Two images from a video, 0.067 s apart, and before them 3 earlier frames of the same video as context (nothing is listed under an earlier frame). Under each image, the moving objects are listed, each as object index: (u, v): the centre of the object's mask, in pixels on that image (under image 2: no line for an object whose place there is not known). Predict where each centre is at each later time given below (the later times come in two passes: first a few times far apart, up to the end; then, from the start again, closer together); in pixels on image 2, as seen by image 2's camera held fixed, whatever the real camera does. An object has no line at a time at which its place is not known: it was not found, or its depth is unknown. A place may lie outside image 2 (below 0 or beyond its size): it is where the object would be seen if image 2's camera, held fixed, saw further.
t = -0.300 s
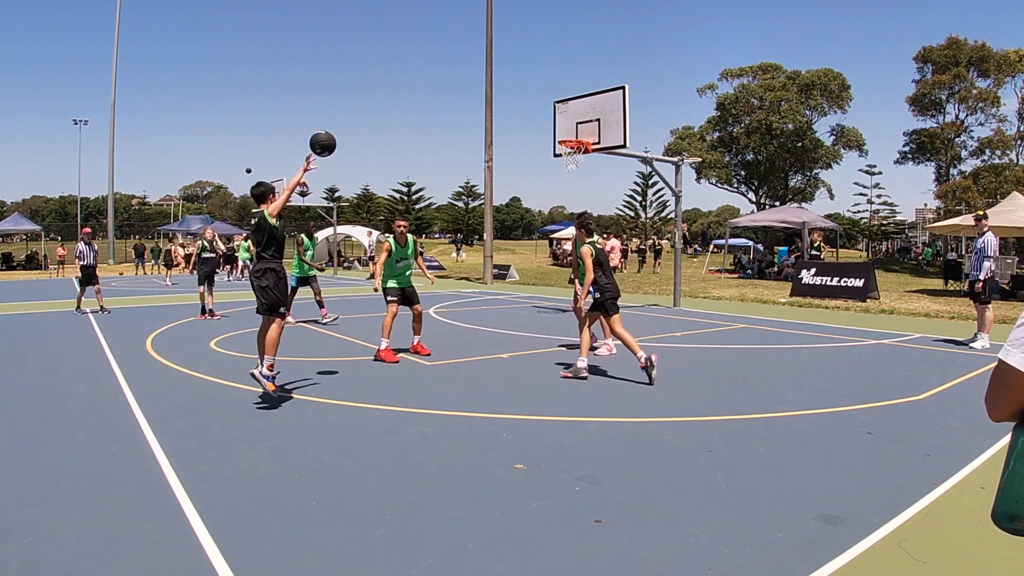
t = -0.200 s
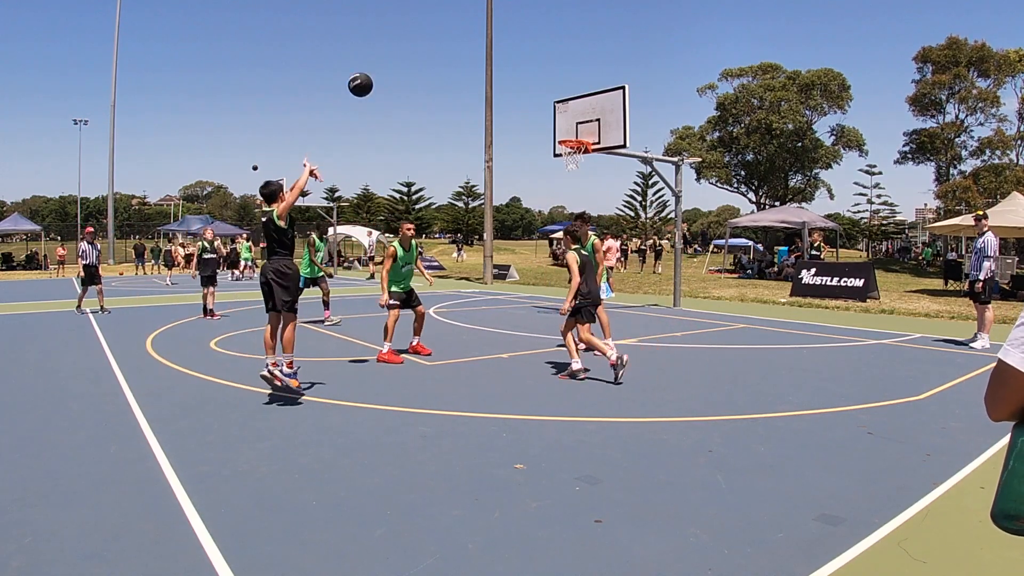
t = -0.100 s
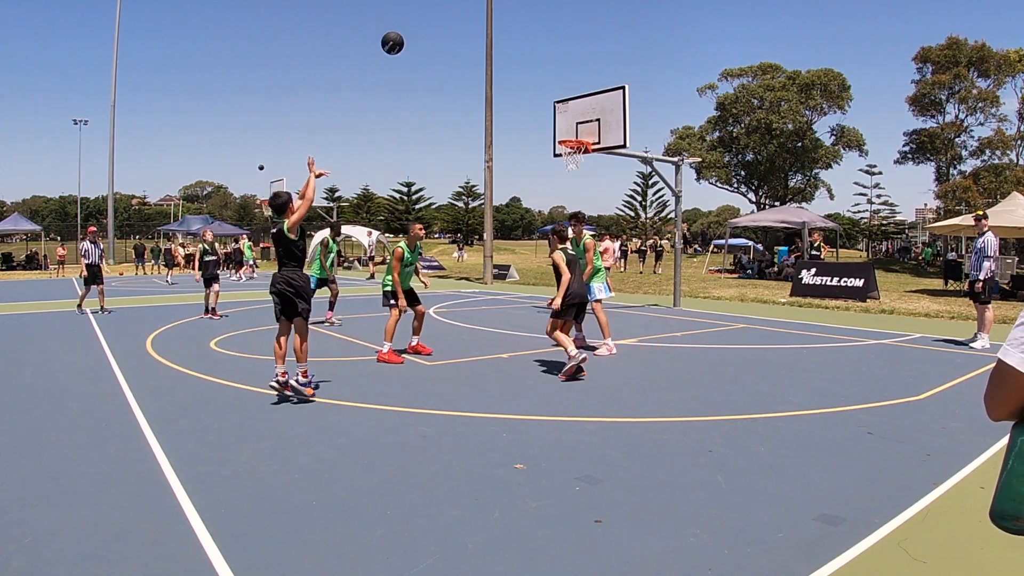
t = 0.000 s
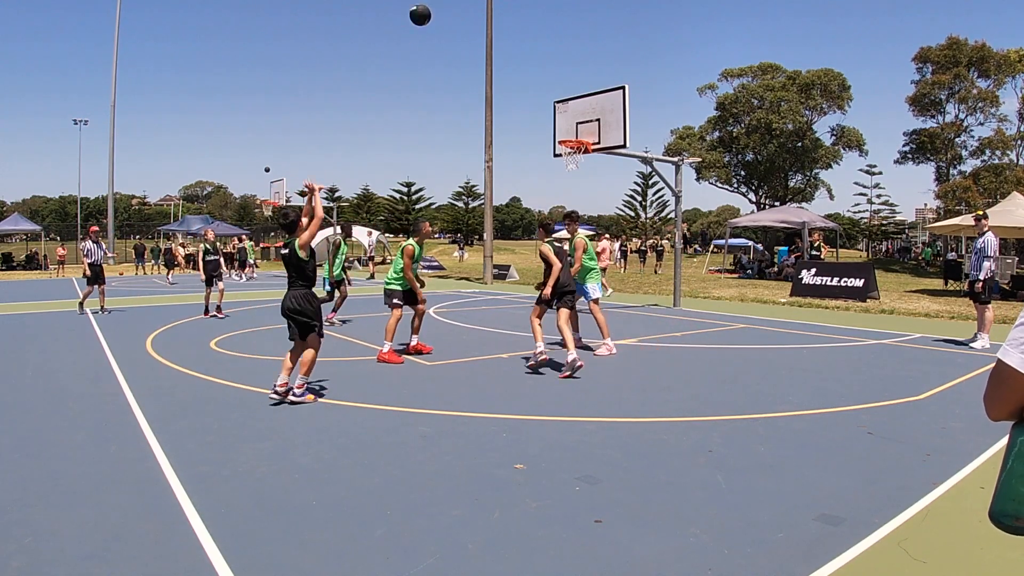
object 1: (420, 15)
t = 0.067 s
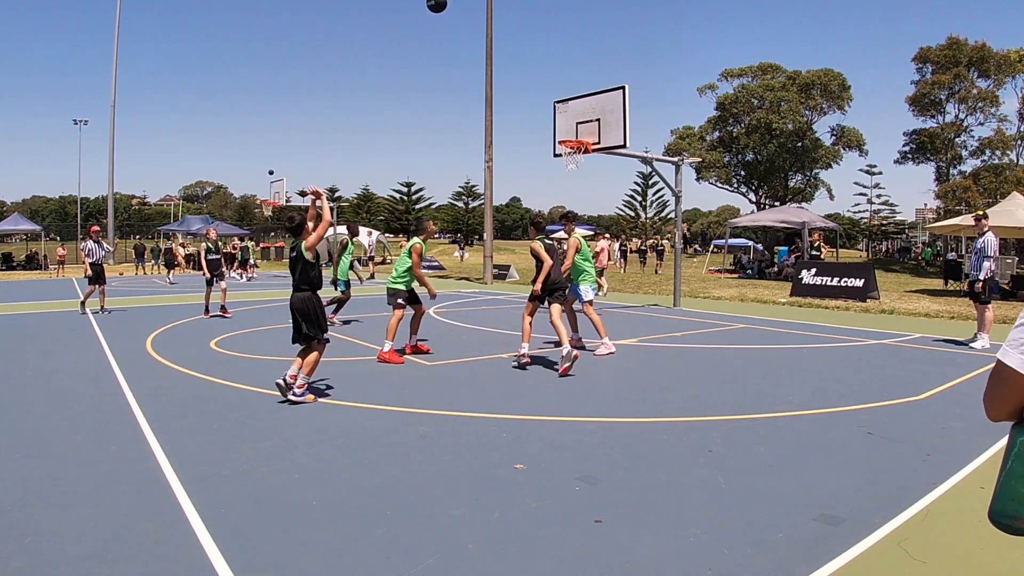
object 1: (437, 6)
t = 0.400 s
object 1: (502, 3)
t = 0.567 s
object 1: (526, 21)
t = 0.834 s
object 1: (559, 85)
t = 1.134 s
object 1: (578, 112)
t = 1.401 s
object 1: (553, 96)
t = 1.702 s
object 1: (519, 124)
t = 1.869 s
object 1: (501, 161)
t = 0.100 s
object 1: (444, 4)
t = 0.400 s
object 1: (502, 3)
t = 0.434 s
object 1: (507, 4)
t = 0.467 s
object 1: (512, 6)
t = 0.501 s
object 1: (517, 10)
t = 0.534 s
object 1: (521, 15)
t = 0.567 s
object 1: (526, 21)
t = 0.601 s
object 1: (531, 27)
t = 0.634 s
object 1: (535, 34)
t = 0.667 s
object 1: (539, 42)
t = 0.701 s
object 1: (543, 49)
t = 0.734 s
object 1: (547, 58)
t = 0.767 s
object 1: (551, 66)
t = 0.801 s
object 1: (555, 75)
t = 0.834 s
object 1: (559, 85)
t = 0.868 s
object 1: (562, 95)
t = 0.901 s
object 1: (566, 105)
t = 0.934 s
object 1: (569, 116)
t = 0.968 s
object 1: (573, 127)
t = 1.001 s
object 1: (575, 132)
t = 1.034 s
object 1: (576, 126)
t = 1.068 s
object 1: (577, 120)
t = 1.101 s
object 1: (577, 116)
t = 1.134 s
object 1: (578, 112)
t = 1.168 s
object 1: (579, 109)
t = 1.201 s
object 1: (576, 105)
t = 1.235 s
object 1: (572, 102)
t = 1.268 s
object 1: (568, 99)
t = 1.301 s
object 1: (564, 97)
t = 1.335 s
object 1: (560, 96)
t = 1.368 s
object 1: (557, 96)
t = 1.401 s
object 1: (553, 96)
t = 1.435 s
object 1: (549, 96)
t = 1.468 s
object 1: (546, 97)
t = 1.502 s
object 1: (542, 99)
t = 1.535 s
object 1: (538, 102)
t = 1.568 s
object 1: (534, 105)
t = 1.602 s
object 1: (531, 109)
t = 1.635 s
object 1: (527, 113)
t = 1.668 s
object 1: (523, 118)
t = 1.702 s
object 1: (519, 124)
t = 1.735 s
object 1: (516, 130)
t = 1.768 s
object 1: (512, 137)
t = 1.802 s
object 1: (508, 145)
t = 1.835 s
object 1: (504, 153)
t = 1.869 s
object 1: (501, 161)
